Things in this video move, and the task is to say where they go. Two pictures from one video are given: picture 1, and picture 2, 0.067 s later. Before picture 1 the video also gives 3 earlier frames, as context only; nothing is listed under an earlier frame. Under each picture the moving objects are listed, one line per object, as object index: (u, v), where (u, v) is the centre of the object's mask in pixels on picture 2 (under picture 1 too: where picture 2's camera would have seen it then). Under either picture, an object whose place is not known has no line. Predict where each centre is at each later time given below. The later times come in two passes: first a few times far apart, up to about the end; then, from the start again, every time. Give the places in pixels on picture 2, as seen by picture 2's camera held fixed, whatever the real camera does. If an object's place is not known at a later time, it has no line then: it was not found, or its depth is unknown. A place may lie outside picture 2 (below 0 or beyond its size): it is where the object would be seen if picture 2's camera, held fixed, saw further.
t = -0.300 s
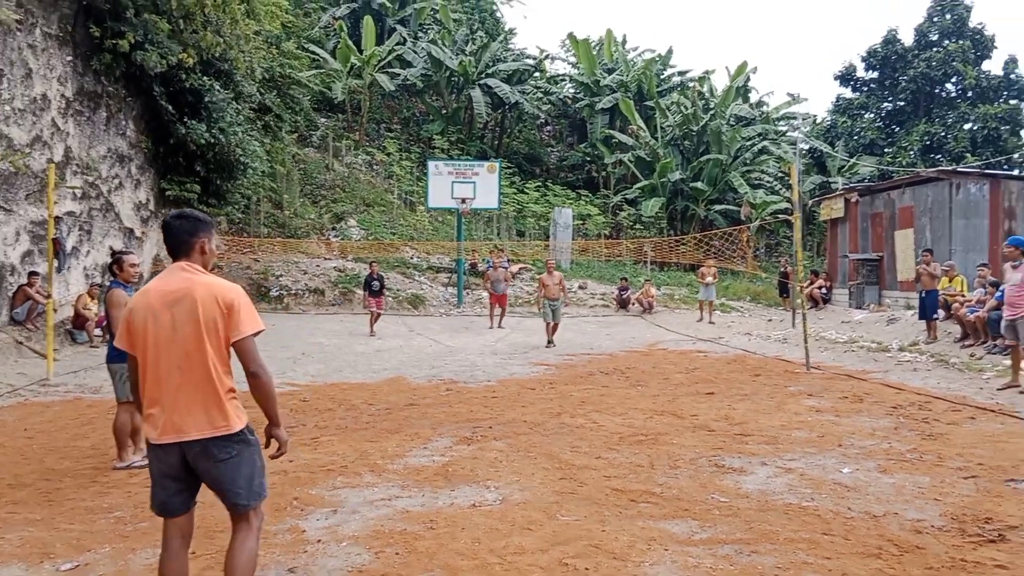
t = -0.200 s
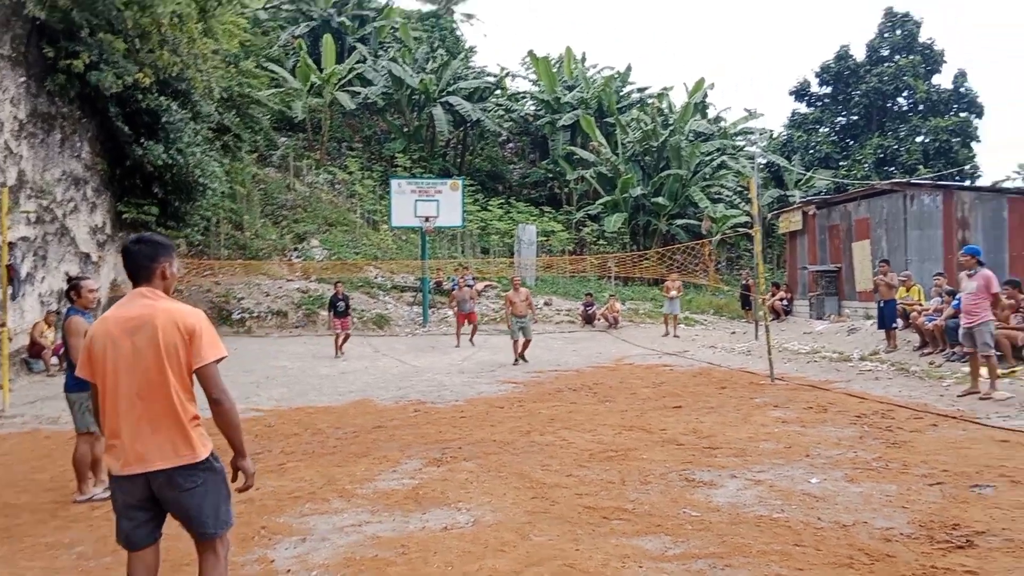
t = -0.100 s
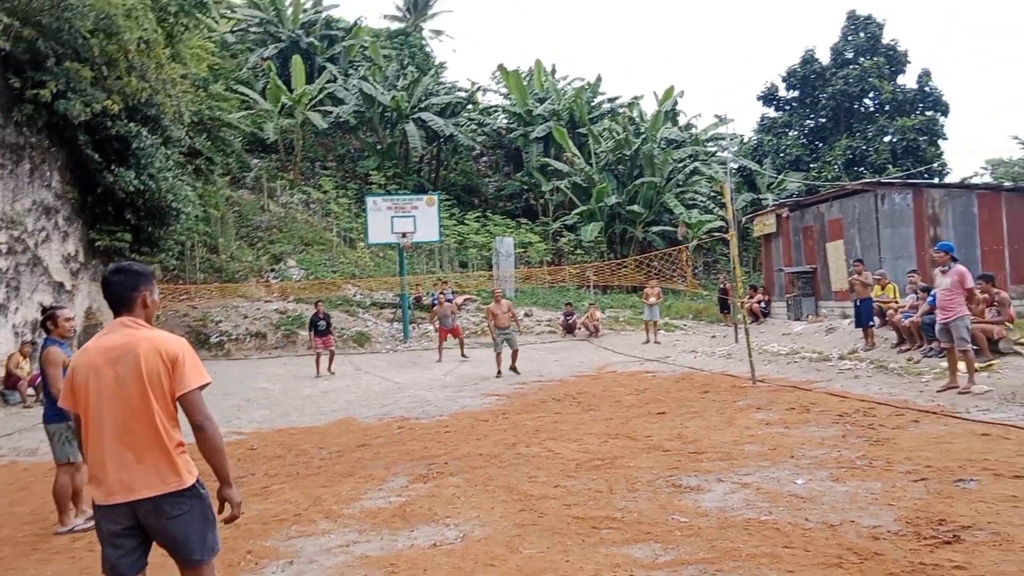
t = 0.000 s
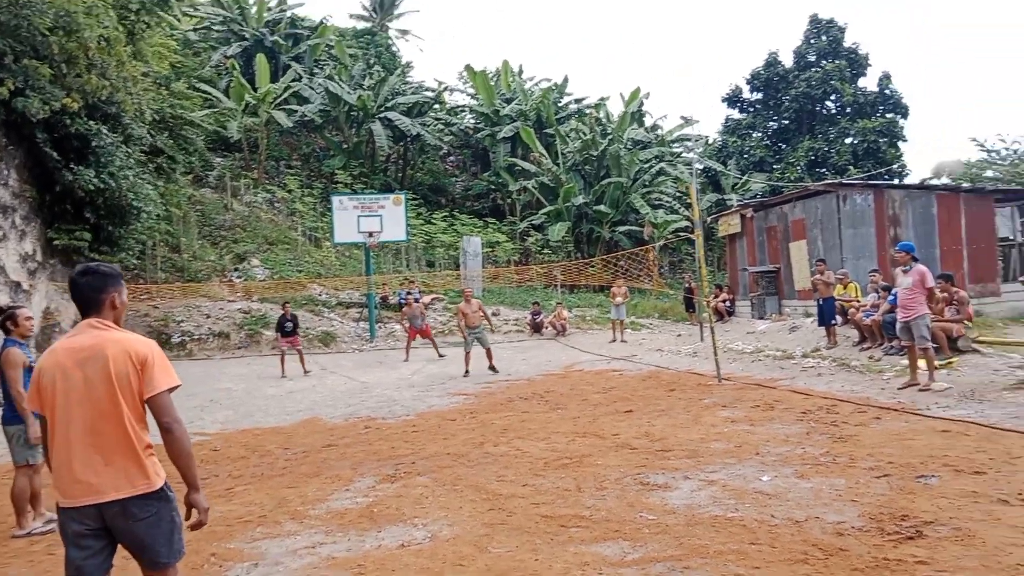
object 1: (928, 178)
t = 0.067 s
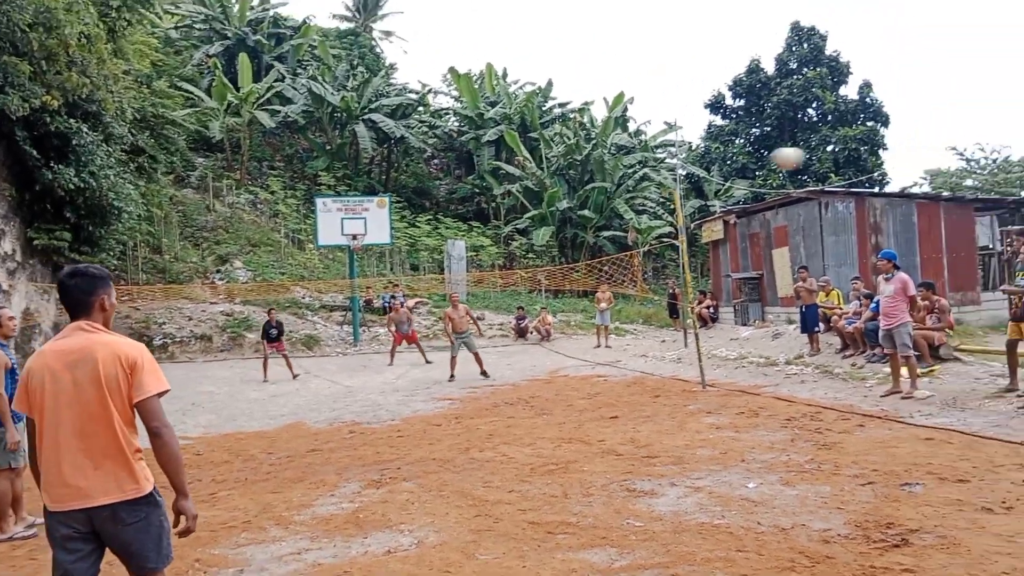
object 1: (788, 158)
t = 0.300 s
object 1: (545, 157)
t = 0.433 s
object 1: (471, 174)
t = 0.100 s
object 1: (737, 154)
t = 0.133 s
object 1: (692, 151)
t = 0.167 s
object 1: (654, 149)
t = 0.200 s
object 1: (623, 150)
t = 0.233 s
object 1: (594, 152)
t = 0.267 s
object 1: (569, 154)
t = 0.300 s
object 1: (545, 157)
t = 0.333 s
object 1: (523, 162)
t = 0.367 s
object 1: (504, 166)
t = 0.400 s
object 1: (487, 170)
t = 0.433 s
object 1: (471, 174)
